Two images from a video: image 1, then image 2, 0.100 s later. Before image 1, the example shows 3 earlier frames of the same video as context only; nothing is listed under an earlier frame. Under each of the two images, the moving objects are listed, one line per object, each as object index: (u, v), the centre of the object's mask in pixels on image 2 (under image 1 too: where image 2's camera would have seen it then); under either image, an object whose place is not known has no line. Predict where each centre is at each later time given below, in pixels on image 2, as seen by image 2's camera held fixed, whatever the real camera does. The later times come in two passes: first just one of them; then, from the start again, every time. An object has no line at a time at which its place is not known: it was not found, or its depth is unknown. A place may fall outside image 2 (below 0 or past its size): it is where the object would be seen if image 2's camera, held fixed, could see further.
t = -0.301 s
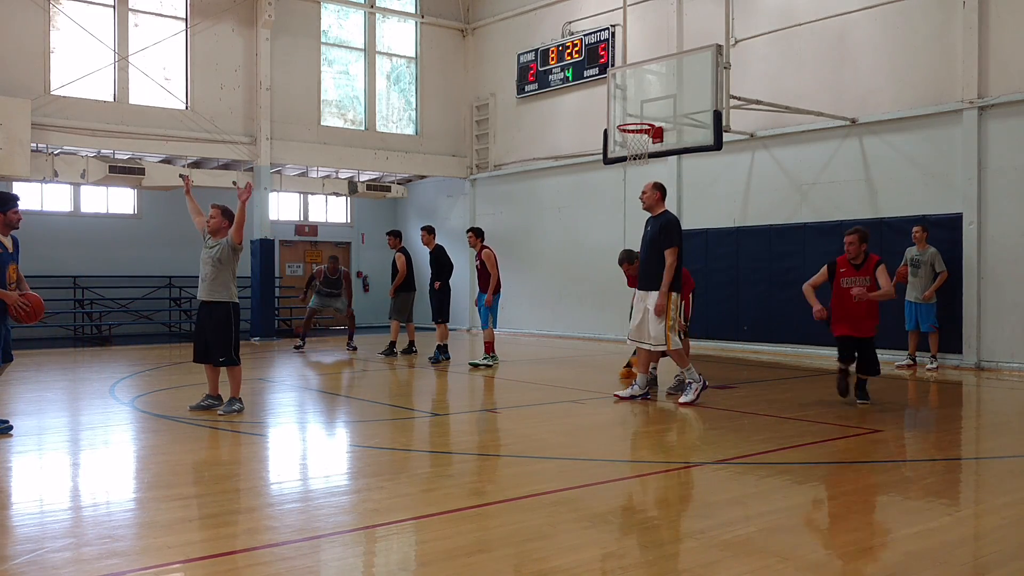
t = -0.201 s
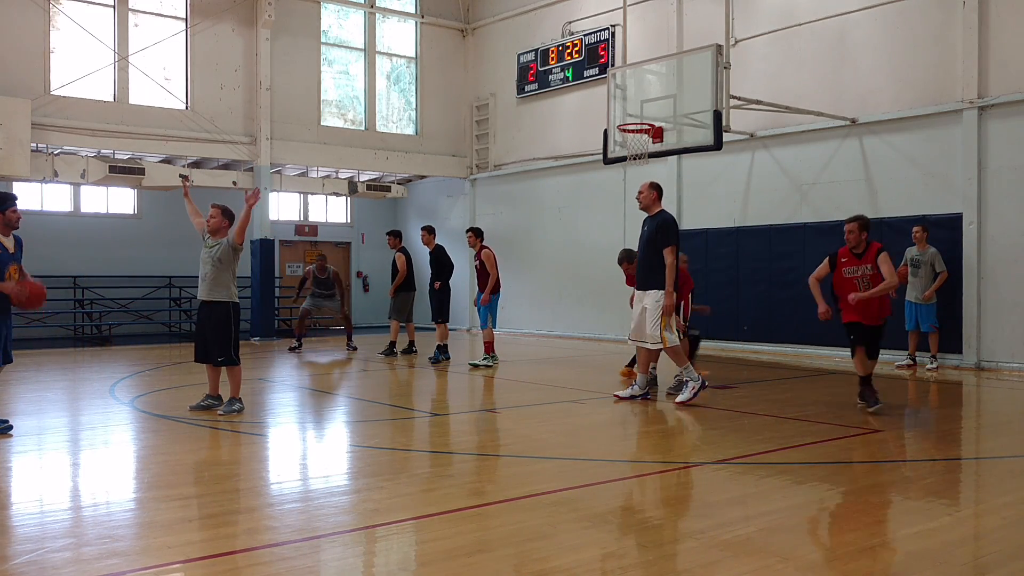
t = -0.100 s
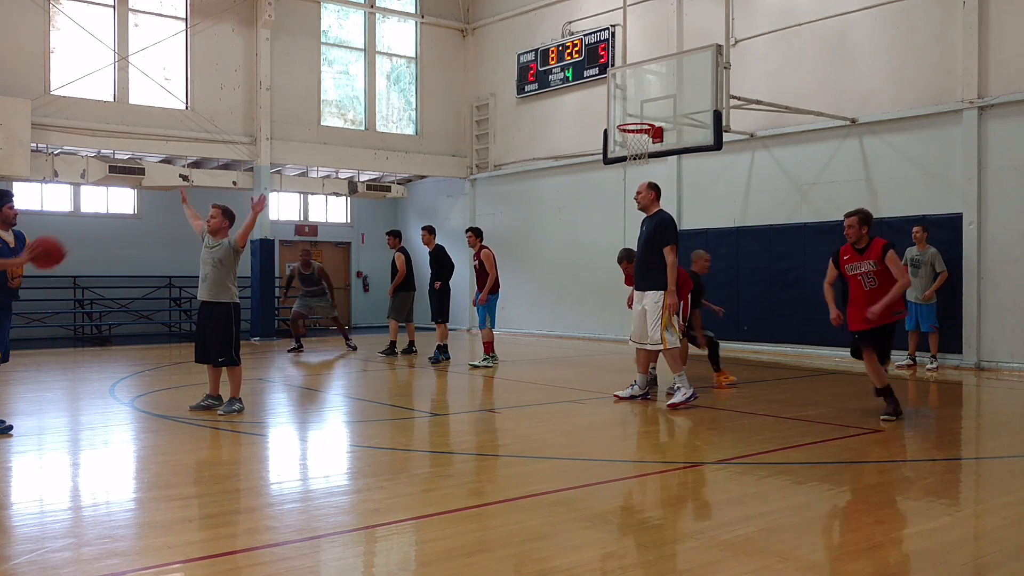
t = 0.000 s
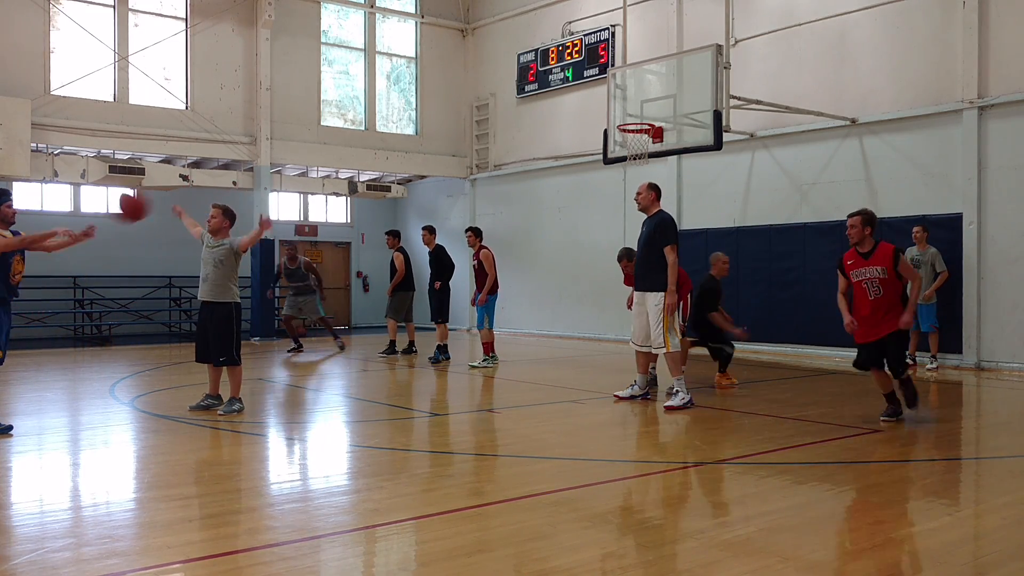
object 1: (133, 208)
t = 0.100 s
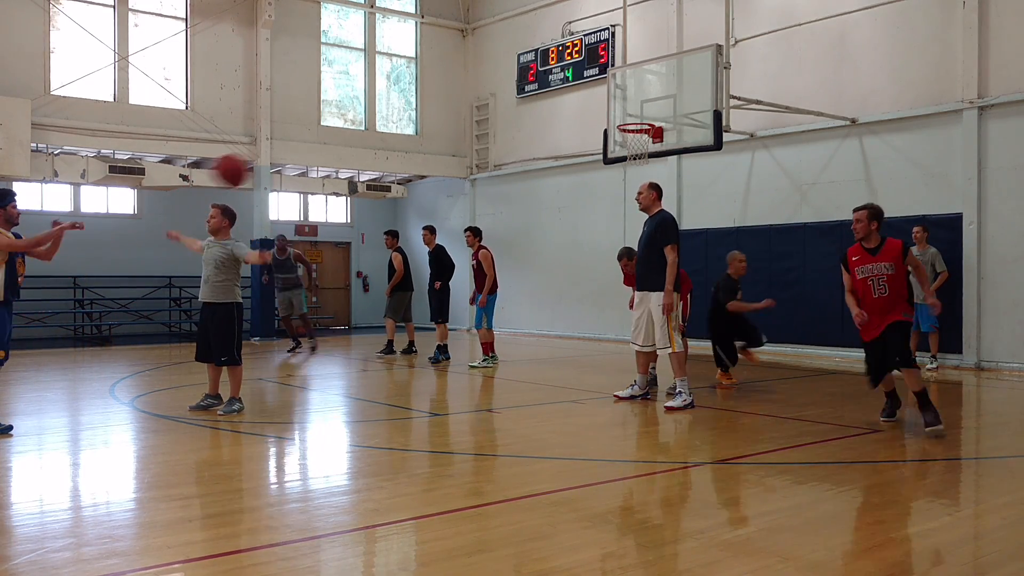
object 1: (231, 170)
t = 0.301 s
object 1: (443, 137)
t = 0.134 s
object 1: (265, 161)
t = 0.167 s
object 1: (300, 153)
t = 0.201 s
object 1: (335, 146)
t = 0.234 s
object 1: (371, 143)
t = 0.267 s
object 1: (407, 139)
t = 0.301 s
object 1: (443, 137)
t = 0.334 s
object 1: (479, 137)
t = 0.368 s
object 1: (515, 137)
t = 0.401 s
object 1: (554, 140)
